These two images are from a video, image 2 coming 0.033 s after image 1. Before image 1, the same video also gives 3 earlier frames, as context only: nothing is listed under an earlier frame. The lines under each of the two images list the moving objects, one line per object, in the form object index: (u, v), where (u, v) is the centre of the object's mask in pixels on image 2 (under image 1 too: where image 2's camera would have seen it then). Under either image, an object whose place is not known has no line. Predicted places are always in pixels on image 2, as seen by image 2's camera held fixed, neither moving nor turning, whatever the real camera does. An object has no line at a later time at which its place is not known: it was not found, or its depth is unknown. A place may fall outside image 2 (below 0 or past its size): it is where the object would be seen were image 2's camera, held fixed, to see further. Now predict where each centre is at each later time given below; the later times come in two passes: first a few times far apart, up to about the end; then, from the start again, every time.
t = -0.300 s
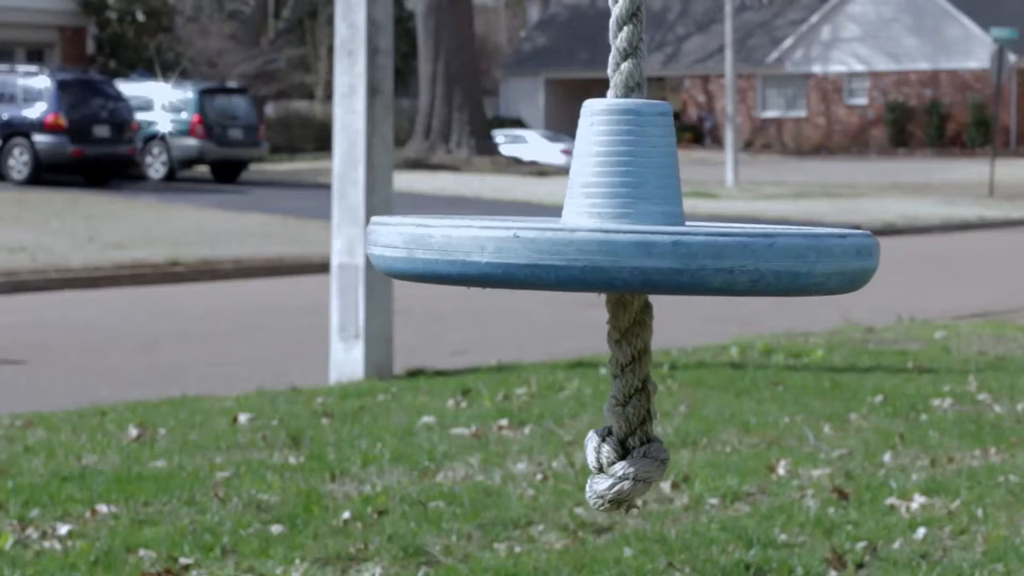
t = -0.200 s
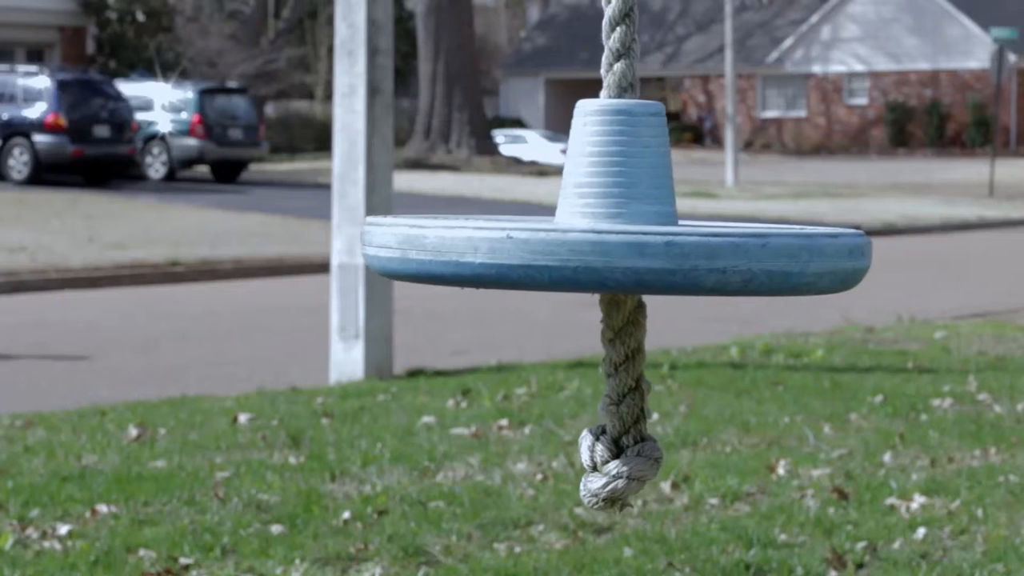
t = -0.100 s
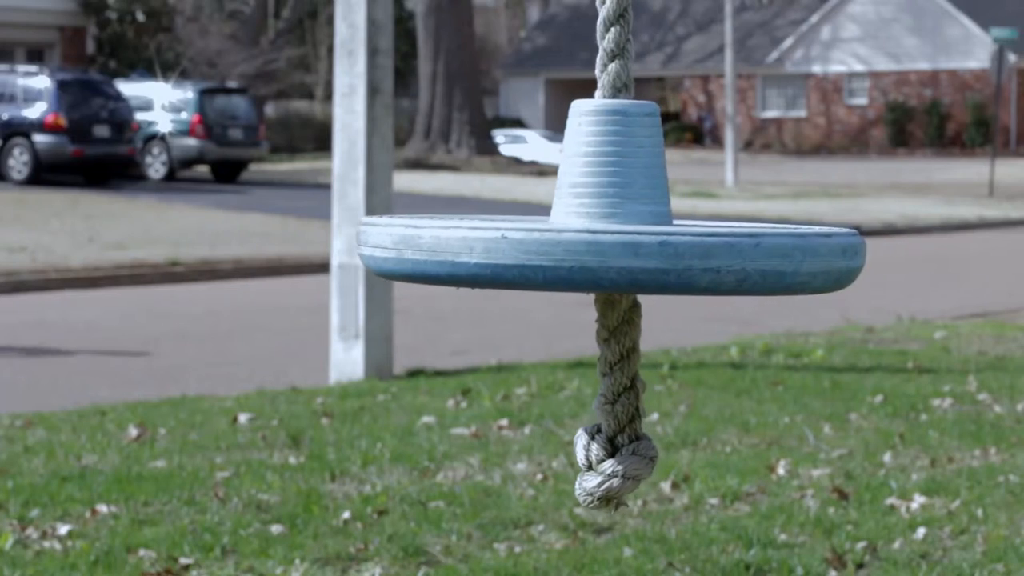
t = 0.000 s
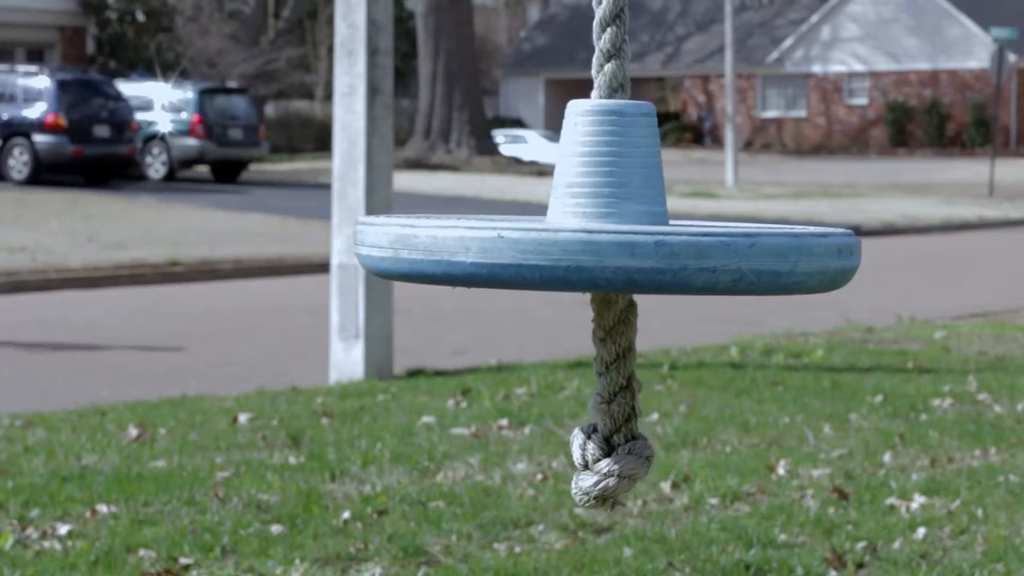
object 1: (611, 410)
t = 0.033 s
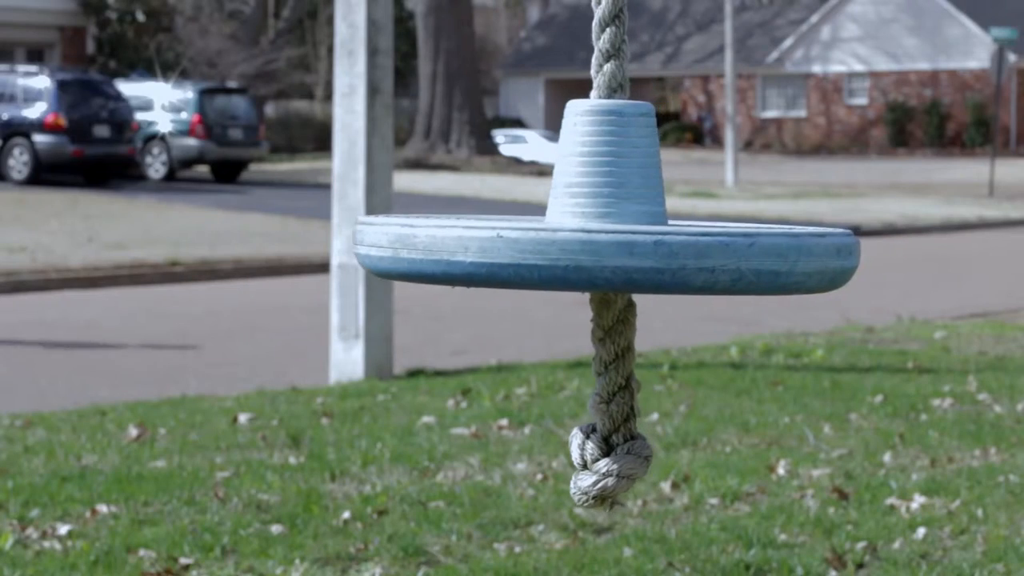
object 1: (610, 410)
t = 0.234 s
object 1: (608, 410)
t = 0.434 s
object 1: (615, 410)
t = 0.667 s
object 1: (634, 410)
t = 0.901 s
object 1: (661, 412)
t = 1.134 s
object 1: (687, 414)
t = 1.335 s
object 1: (711, 416)
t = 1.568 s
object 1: (737, 417)
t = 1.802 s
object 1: (758, 418)
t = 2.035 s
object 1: (766, 419)
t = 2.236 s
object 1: (764, 420)
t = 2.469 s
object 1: (754, 419)
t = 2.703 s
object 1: (740, 419)
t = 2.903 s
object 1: (722, 418)
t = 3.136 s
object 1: (697, 416)
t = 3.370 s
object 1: (675, 415)
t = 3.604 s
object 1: (658, 413)
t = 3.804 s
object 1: (649, 411)
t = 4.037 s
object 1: (641, 410)
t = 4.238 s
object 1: (642, 409)
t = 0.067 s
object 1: (609, 410)
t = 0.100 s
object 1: (608, 410)
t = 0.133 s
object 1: (608, 410)
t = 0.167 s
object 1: (608, 409)
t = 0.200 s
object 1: (608, 410)
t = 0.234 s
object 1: (608, 410)
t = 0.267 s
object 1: (609, 410)
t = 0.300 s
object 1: (610, 409)
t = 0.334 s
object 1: (610, 409)
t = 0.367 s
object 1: (612, 409)
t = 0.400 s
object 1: (614, 410)
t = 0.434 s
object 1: (615, 410)
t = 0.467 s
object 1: (617, 410)
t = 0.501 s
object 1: (619, 409)
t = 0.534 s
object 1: (622, 410)
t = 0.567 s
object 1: (625, 409)
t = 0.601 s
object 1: (628, 410)
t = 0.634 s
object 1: (631, 410)
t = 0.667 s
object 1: (634, 410)
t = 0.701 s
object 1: (638, 411)
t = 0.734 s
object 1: (642, 411)
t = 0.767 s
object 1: (645, 411)
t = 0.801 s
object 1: (649, 412)
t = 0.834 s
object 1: (653, 412)
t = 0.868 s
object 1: (657, 412)
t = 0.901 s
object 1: (661, 412)
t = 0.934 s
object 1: (665, 413)
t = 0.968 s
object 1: (668, 412)
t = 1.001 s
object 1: (672, 413)
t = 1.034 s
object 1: (676, 413)
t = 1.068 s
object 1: (680, 414)
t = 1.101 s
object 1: (683, 414)
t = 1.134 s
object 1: (687, 414)
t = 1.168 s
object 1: (691, 414)
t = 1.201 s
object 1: (695, 414)
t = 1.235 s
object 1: (699, 415)
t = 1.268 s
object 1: (704, 415)
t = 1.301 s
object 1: (707, 416)
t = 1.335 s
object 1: (711, 416)
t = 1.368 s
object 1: (715, 416)
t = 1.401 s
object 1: (719, 416)
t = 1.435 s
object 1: (723, 416)
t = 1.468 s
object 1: (727, 416)
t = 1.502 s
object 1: (731, 417)
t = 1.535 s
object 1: (734, 417)
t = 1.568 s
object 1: (737, 417)
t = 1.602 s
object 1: (741, 417)
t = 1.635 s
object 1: (744, 418)
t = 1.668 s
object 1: (747, 418)
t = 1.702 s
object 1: (750, 418)
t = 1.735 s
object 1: (753, 418)
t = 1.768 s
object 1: (755, 418)
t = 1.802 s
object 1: (758, 418)
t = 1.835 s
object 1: (760, 419)
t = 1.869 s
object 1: (762, 419)
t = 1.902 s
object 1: (763, 419)
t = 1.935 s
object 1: (764, 419)
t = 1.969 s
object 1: (765, 419)
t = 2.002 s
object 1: (766, 419)
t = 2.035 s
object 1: (766, 419)
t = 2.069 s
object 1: (766, 419)
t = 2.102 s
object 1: (766, 419)
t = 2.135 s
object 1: (766, 419)
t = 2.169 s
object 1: (765, 419)
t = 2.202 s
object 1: (765, 420)
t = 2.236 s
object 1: (764, 420)
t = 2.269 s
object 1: (763, 419)
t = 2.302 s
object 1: (762, 419)
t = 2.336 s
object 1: (761, 419)
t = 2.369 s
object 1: (759, 419)
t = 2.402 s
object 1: (758, 419)
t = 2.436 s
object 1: (756, 419)
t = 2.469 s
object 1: (754, 419)
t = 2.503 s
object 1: (752, 419)
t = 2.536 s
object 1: (750, 419)
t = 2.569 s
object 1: (749, 419)
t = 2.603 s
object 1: (747, 419)
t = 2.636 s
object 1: (744, 419)
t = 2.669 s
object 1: (742, 419)
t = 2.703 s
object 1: (740, 419)
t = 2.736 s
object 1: (737, 419)
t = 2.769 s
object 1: (735, 419)
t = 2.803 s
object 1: (732, 419)
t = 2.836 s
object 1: (729, 419)
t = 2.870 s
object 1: (725, 418)
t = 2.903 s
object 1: (722, 418)
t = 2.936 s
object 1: (718, 418)
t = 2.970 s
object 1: (715, 418)
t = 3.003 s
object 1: (711, 418)
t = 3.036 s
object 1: (708, 417)
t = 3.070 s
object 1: (704, 417)
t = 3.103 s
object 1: (701, 417)
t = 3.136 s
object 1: (697, 416)
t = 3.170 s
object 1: (694, 416)
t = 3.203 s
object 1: (691, 416)
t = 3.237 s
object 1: (688, 416)
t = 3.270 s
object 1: (684, 415)
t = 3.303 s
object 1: (681, 415)
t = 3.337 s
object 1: (678, 415)
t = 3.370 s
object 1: (675, 415)
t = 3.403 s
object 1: (672, 414)
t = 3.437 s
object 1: (669, 413)
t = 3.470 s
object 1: (667, 413)
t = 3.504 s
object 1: (665, 413)
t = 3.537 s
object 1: (662, 413)
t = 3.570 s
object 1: (660, 413)
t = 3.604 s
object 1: (658, 413)
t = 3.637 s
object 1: (656, 413)
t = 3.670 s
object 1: (655, 412)
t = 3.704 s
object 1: (653, 412)
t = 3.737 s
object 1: (651, 412)
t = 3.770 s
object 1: (650, 412)
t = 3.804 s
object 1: (649, 411)
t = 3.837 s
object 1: (647, 411)
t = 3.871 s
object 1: (646, 411)
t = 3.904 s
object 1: (644, 410)
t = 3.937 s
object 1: (643, 410)
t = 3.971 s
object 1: (642, 410)
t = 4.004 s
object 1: (642, 410)
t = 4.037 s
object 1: (641, 410)
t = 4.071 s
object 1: (641, 409)
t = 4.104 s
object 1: (641, 409)
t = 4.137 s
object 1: (641, 409)
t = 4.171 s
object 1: (641, 409)
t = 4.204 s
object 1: (641, 409)
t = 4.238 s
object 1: (642, 409)
